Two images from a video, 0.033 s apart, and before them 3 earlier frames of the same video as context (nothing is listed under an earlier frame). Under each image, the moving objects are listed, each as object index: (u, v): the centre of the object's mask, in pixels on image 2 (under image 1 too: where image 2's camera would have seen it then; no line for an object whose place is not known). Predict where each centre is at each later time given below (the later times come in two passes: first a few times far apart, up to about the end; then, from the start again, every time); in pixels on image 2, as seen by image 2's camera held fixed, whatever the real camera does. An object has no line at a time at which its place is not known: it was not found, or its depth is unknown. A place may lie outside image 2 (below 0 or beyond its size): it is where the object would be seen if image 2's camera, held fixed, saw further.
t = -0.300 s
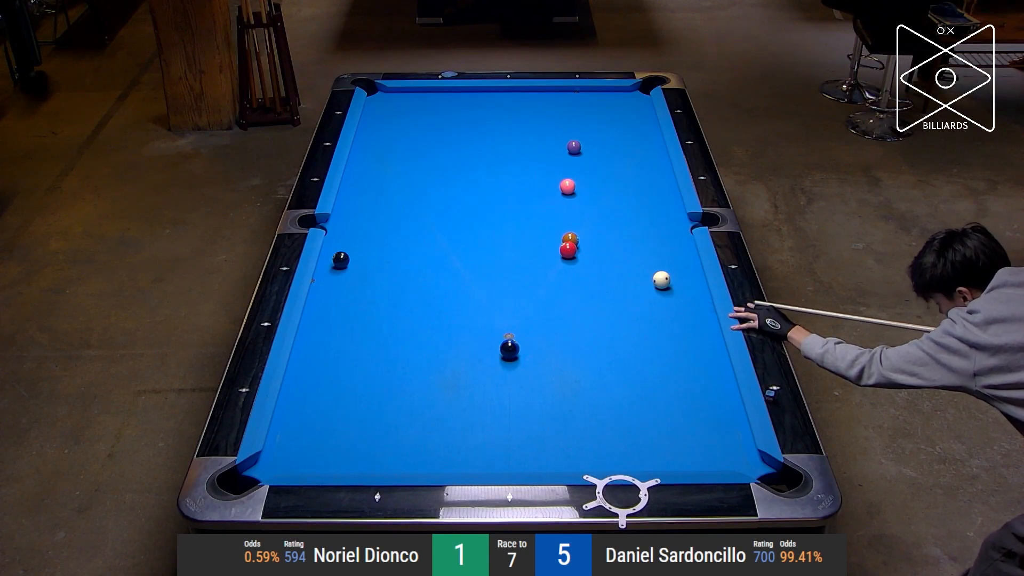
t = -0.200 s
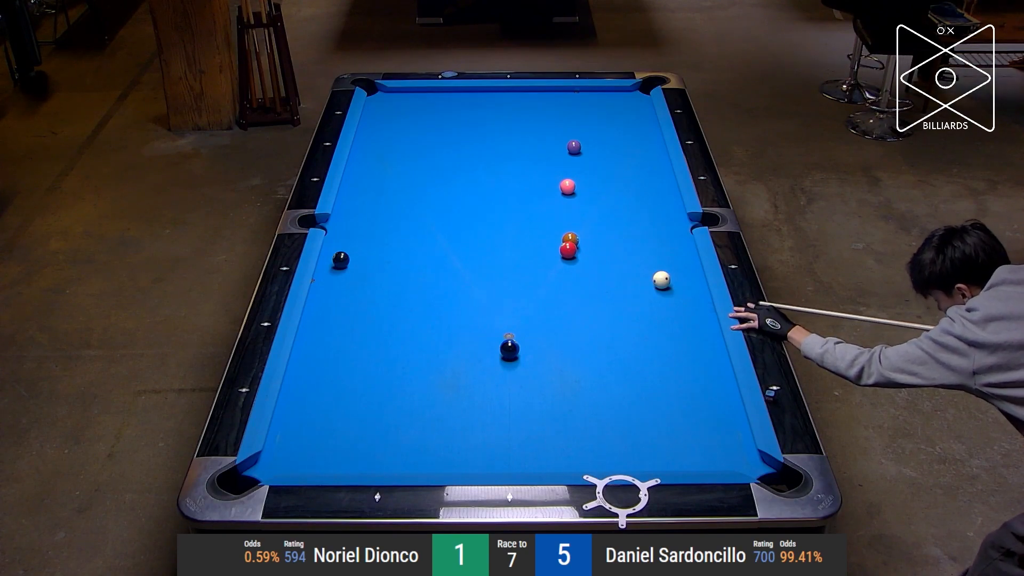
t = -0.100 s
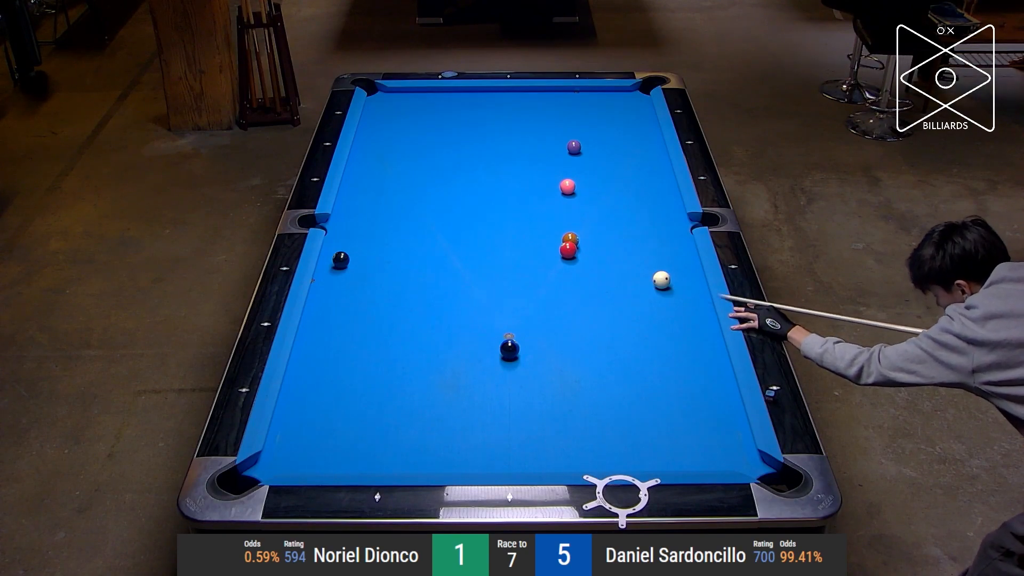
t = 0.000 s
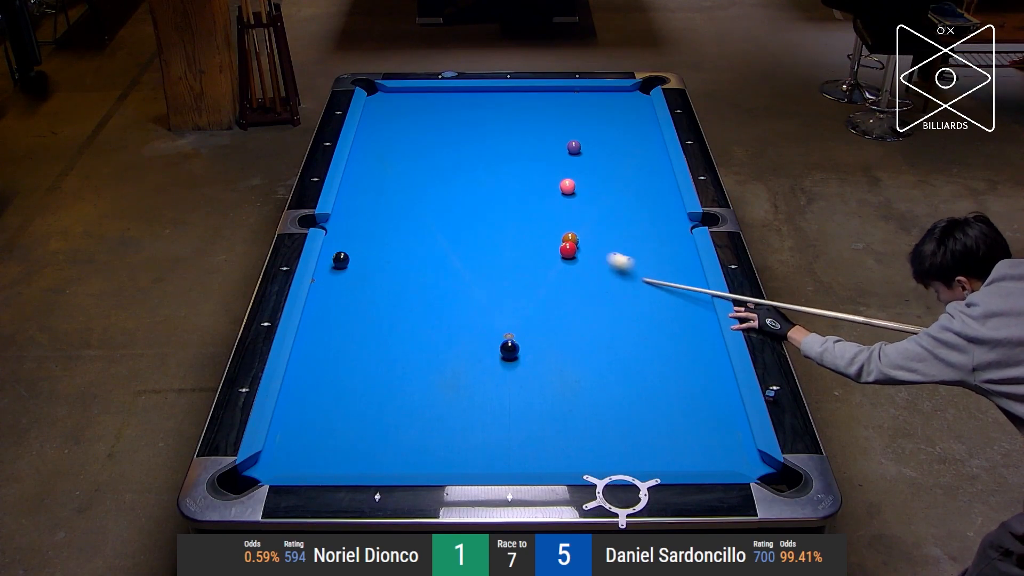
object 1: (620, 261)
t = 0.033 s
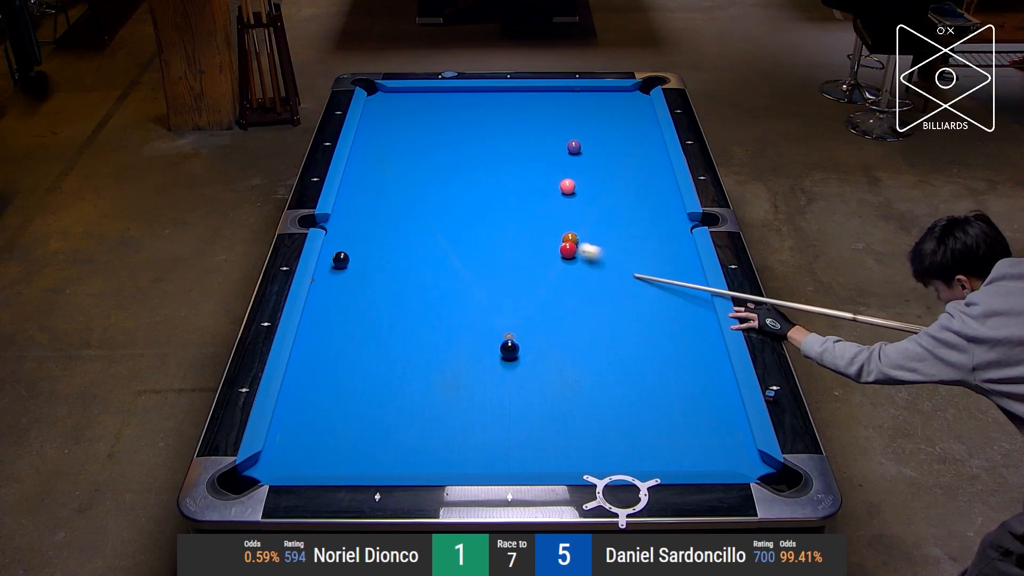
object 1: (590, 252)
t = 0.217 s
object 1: (614, 221)
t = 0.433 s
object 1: (665, 202)
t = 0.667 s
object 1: (635, 191)
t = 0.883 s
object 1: (596, 182)
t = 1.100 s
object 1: (559, 172)
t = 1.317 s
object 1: (524, 164)
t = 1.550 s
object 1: (488, 156)
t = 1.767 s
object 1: (457, 149)
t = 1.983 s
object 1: (428, 142)
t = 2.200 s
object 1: (400, 135)
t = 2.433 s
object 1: (372, 129)
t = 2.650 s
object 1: (374, 125)
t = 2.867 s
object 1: (391, 122)
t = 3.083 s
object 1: (406, 119)
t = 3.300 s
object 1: (420, 116)
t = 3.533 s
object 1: (434, 114)
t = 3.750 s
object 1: (447, 111)
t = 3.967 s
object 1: (458, 109)
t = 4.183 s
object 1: (468, 107)
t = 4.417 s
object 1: (479, 106)
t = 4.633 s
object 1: (488, 104)
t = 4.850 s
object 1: (495, 103)
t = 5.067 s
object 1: (502, 101)
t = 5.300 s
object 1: (509, 100)
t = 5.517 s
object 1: (514, 99)
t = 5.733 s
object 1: (519, 98)
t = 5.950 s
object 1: (522, 97)
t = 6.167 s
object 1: (526, 96)
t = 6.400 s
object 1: (528, 96)
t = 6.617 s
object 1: (530, 96)
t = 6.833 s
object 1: (530, 95)
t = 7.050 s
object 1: (530, 95)
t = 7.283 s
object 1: (530, 95)
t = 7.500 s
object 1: (530, 95)
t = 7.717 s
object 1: (530, 95)
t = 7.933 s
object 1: (530, 95)
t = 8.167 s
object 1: (530, 95)
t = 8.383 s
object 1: (530, 95)
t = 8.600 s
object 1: (530, 95)
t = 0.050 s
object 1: (585, 248)
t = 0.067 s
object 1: (586, 244)
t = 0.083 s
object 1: (588, 241)
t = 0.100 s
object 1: (592, 238)
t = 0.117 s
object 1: (595, 235)
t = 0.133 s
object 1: (598, 233)
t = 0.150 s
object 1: (601, 230)
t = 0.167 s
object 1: (604, 227)
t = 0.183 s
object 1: (608, 225)
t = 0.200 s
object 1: (611, 223)
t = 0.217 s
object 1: (614, 221)
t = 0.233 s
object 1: (618, 219)
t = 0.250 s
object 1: (622, 217)
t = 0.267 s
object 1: (625, 215)
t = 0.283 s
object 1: (629, 213)
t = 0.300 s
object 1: (633, 211)
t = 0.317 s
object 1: (637, 210)
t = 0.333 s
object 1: (640, 208)
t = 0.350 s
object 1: (644, 207)
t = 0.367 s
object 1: (648, 206)
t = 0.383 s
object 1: (653, 205)
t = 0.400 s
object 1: (657, 204)
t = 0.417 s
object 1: (661, 203)
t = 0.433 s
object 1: (665, 202)
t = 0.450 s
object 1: (669, 201)
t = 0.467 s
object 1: (673, 200)
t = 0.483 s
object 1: (672, 199)
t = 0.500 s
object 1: (668, 198)
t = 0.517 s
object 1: (664, 198)
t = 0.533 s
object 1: (661, 197)
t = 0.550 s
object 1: (658, 196)
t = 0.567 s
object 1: (654, 195)
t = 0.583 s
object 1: (651, 195)
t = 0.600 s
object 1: (648, 194)
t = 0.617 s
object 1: (645, 193)
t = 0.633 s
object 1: (642, 192)
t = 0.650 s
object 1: (639, 192)
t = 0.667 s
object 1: (635, 191)
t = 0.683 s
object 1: (632, 190)
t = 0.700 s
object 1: (629, 189)
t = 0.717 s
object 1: (626, 189)
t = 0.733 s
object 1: (623, 188)
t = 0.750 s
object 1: (620, 187)
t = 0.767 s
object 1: (617, 186)
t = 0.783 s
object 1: (614, 186)
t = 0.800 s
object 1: (611, 185)
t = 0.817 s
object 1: (608, 184)
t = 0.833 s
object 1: (605, 183)
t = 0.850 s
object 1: (602, 183)
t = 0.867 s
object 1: (599, 182)
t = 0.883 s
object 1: (596, 182)
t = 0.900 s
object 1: (593, 181)
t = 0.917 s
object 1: (590, 180)
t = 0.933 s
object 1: (587, 179)
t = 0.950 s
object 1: (585, 179)
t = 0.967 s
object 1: (582, 178)
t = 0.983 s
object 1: (579, 177)
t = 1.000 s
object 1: (576, 176)
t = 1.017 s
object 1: (574, 175)
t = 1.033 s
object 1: (571, 174)
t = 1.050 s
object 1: (567, 173)
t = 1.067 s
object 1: (565, 173)
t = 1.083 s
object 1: (562, 173)
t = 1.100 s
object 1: (559, 172)
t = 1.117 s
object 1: (556, 172)
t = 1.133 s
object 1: (553, 171)
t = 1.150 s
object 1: (551, 171)
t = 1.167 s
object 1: (548, 170)
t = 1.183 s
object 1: (545, 169)
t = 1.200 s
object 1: (543, 169)
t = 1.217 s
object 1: (540, 168)
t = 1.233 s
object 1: (537, 167)
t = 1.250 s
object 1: (535, 167)
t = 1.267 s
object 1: (532, 166)
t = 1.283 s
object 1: (529, 165)
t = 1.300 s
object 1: (527, 165)
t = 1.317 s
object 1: (524, 164)
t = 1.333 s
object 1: (521, 164)
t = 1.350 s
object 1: (519, 163)
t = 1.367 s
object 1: (516, 162)
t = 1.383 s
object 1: (514, 162)
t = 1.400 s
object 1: (511, 161)
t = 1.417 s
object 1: (509, 161)
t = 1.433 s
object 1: (506, 160)
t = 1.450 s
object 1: (503, 159)
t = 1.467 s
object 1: (501, 159)
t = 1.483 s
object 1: (498, 158)
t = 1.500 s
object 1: (496, 157)
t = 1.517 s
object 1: (493, 157)
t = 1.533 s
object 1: (491, 157)
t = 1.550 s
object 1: (488, 156)
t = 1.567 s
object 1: (486, 155)
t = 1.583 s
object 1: (484, 155)
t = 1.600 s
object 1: (481, 154)
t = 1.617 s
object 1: (479, 154)
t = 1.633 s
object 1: (476, 153)
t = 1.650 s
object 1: (474, 153)
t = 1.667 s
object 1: (472, 152)
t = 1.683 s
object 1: (469, 151)
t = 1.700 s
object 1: (467, 151)
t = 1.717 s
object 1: (464, 150)
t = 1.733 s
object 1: (462, 150)
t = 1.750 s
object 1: (460, 149)
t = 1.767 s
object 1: (457, 149)
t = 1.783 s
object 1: (455, 148)
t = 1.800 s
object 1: (453, 148)
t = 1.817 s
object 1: (451, 147)
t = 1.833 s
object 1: (448, 147)
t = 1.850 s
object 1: (446, 146)
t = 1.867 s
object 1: (444, 145)
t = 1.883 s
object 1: (442, 145)
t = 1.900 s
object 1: (439, 144)
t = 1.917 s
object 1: (437, 144)
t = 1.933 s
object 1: (435, 143)
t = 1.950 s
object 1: (433, 143)
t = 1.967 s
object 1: (430, 142)
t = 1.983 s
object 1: (428, 142)
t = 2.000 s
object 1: (426, 141)
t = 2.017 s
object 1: (424, 141)
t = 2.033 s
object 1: (422, 140)
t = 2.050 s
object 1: (420, 140)
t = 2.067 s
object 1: (417, 139)
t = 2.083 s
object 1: (415, 139)
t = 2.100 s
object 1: (413, 138)
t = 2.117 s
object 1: (411, 138)
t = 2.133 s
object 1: (409, 137)
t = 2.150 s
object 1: (407, 137)
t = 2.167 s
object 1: (405, 136)
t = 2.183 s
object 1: (402, 136)
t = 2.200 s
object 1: (400, 135)
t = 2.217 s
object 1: (398, 135)
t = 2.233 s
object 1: (396, 134)
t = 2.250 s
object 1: (394, 134)
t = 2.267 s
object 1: (392, 134)
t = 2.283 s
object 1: (390, 133)
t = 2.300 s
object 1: (388, 133)
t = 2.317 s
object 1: (386, 132)
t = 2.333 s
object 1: (384, 132)
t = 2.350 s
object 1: (382, 131)
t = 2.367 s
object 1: (380, 131)
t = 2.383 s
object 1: (378, 130)
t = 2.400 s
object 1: (376, 130)
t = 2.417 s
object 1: (374, 129)
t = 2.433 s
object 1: (372, 129)
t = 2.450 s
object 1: (371, 128)
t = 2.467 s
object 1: (369, 128)
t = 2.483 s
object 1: (367, 127)
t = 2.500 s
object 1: (365, 127)
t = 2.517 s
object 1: (364, 127)
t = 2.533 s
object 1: (365, 126)
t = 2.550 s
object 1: (367, 126)
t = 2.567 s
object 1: (368, 126)
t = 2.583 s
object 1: (369, 126)
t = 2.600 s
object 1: (371, 125)
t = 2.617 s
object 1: (372, 125)
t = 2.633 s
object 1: (373, 125)
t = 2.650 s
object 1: (374, 125)
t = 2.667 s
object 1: (376, 124)
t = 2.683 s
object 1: (377, 124)
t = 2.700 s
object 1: (378, 124)
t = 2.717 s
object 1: (379, 124)
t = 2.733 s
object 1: (381, 124)
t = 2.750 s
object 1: (382, 123)
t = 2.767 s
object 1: (383, 123)
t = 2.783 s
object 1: (384, 123)
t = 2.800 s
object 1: (386, 123)
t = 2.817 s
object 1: (387, 123)
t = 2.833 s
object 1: (388, 122)
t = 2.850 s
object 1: (389, 122)
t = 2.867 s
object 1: (391, 122)
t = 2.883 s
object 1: (392, 121)
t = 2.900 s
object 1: (393, 121)
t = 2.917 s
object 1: (394, 121)
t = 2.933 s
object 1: (395, 121)
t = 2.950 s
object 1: (397, 121)
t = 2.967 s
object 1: (398, 120)
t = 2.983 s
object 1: (399, 120)
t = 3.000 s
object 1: (400, 120)
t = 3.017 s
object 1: (401, 120)
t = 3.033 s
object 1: (402, 120)
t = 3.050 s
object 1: (404, 119)
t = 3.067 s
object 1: (405, 119)
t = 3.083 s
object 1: (406, 119)
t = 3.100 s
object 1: (407, 119)
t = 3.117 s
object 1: (408, 119)
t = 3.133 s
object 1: (409, 118)
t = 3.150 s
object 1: (410, 118)
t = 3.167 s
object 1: (412, 118)
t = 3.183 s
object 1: (413, 118)
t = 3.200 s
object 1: (414, 118)
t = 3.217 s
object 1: (415, 117)
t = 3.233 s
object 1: (416, 117)
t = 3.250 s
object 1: (417, 117)
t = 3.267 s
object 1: (418, 117)
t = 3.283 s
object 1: (419, 117)
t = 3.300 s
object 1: (420, 116)
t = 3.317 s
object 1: (421, 116)
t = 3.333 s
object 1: (422, 116)
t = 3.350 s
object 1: (423, 116)
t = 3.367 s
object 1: (424, 116)
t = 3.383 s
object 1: (425, 115)
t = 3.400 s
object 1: (426, 115)
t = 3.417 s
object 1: (427, 115)
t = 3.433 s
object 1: (428, 115)
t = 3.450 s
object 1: (429, 115)
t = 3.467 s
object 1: (430, 115)
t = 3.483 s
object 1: (431, 114)
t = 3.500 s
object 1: (432, 114)
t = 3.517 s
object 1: (433, 114)
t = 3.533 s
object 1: (434, 114)
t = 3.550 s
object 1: (435, 114)
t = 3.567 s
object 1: (436, 113)
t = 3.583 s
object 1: (437, 113)
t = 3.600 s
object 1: (438, 113)
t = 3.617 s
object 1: (439, 113)
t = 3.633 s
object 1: (440, 113)
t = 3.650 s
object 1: (441, 113)
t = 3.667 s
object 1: (442, 112)
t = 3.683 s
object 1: (443, 112)
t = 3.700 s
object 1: (444, 112)
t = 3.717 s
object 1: (445, 112)
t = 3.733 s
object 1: (446, 112)
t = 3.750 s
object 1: (447, 111)
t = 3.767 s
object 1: (447, 111)
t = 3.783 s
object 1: (448, 111)
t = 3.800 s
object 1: (449, 111)
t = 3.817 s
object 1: (450, 111)
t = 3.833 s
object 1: (451, 111)
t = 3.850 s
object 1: (452, 111)
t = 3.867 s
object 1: (453, 110)
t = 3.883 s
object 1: (454, 110)
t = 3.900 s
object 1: (455, 110)
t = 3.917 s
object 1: (455, 110)
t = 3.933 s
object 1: (456, 110)
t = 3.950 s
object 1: (457, 110)
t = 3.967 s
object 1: (458, 109)
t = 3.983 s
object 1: (459, 109)
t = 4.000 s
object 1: (460, 109)
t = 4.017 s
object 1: (460, 109)
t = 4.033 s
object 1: (461, 109)
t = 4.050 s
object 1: (462, 109)
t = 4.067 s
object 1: (463, 109)
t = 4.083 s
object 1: (464, 108)
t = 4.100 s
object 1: (464, 108)
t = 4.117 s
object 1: (465, 108)
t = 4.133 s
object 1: (466, 108)
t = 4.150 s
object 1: (467, 108)
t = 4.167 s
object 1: (468, 108)
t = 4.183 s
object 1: (468, 107)
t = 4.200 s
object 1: (469, 107)
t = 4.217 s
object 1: (470, 107)
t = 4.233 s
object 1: (471, 107)
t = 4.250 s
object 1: (471, 107)
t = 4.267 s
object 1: (472, 107)
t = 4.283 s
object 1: (473, 107)
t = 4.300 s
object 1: (474, 107)
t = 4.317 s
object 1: (475, 106)
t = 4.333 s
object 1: (475, 106)
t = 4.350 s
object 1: (476, 106)
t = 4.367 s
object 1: (477, 106)
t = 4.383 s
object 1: (477, 106)
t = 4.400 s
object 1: (478, 106)
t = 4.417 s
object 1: (479, 106)
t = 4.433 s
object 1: (479, 105)
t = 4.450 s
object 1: (480, 105)
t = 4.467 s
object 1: (481, 105)
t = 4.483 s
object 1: (481, 105)
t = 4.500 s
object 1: (482, 105)
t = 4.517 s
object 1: (483, 105)
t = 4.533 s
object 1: (484, 105)
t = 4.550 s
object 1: (484, 105)
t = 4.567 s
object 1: (485, 105)
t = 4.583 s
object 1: (486, 104)
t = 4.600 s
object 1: (486, 104)
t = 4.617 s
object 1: (487, 104)
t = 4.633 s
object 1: (488, 104)
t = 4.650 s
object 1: (488, 104)
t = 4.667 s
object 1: (489, 104)
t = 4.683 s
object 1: (489, 104)
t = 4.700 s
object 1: (490, 104)
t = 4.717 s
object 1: (491, 103)
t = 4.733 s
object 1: (491, 103)
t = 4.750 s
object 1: (492, 103)
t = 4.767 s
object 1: (492, 103)
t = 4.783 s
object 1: (493, 103)
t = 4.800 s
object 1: (494, 103)
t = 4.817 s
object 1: (494, 103)
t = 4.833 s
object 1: (495, 103)
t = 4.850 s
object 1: (495, 103)
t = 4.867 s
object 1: (496, 102)
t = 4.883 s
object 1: (496, 102)
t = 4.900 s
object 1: (497, 102)
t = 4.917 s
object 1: (498, 102)
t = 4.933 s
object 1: (498, 102)
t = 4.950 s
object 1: (499, 102)
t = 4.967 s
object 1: (499, 102)
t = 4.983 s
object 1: (500, 102)
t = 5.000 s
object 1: (500, 102)
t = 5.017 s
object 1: (501, 102)
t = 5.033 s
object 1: (501, 101)
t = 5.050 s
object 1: (502, 101)
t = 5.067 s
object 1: (502, 101)
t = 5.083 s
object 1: (503, 101)
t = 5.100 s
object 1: (503, 101)
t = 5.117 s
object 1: (504, 101)
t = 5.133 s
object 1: (505, 101)
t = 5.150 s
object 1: (505, 101)
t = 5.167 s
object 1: (505, 101)
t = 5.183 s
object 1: (506, 101)
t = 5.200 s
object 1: (506, 101)
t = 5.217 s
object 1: (507, 100)
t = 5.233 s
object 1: (507, 100)
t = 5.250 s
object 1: (508, 100)
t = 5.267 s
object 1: (508, 100)
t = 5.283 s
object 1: (509, 100)
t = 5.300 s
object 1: (509, 100)
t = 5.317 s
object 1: (509, 100)
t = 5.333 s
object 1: (510, 100)
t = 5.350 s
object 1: (510, 100)
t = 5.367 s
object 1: (511, 100)
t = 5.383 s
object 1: (511, 99)
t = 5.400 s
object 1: (512, 99)
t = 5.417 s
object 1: (512, 99)
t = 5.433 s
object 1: (512, 99)
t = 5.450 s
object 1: (513, 99)
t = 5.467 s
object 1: (513, 99)
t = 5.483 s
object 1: (514, 99)
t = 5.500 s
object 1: (514, 99)
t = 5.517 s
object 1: (514, 99)
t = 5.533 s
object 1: (515, 99)
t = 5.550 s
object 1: (515, 99)
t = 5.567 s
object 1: (516, 99)
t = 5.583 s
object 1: (516, 99)
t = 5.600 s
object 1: (516, 98)
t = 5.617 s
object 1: (517, 98)
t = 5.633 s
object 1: (517, 98)
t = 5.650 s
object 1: (517, 98)
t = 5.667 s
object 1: (518, 98)
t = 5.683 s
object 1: (518, 98)
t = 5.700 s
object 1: (518, 98)
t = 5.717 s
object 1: (519, 98)
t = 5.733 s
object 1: (519, 98)
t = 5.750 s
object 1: (519, 98)
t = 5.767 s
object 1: (520, 98)
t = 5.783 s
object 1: (520, 98)
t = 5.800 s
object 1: (520, 98)
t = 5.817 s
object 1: (520, 97)
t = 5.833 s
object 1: (521, 97)
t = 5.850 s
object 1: (521, 97)
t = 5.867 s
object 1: (521, 97)
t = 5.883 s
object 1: (522, 97)
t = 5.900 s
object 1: (522, 97)
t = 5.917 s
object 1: (522, 97)
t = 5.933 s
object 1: (522, 97)
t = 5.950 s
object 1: (522, 97)
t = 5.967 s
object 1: (523, 97)
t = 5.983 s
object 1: (523, 97)
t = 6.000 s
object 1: (523, 97)
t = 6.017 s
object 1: (524, 97)
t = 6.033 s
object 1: (524, 97)
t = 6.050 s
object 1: (524, 97)
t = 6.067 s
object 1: (524, 96)
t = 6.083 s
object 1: (525, 97)
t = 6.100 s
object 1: (525, 96)
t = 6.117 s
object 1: (525, 96)
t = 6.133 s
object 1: (525, 96)
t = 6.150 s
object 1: (525, 96)
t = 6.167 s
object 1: (526, 96)
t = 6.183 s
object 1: (526, 96)
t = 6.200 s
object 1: (526, 96)
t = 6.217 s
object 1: (526, 96)
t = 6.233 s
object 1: (526, 96)
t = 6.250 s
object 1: (527, 96)
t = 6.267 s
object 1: (527, 96)
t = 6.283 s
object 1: (527, 96)
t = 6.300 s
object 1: (527, 96)
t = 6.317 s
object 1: (527, 96)
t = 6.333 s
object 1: (528, 96)
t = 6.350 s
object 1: (528, 96)
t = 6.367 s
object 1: (528, 96)
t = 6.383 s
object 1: (528, 96)
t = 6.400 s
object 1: (528, 96)
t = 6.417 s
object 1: (528, 96)
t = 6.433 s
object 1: (528, 96)
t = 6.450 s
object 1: (528, 96)
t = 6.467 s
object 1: (529, 96)
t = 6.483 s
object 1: (529, 96)
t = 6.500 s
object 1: (529, 96)
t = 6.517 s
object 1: (529, 96)
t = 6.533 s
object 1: (529, 96)
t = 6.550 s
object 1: (529, 96)
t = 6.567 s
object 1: (529, 96)
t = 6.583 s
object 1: (529, 96)
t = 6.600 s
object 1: (529, 96)
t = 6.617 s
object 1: (530, 96)
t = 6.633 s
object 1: (530, 96)
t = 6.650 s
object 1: (530, 96)
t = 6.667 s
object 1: (530, 96)
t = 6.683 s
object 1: (530, 95)
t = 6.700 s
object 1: (530, 95)
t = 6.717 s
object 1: (530, 95)
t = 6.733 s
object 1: (530, 95)
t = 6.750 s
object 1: (530, 95)
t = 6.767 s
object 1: (530, 95)
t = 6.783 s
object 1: (530, 95)
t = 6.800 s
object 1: (530, 95)
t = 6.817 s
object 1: (530, 95)
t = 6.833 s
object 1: (530, 95)
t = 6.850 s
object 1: (530, 95)
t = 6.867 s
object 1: (530, 95)
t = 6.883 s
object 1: (530, 95)
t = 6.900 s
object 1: (530, 95)
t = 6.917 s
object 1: (530, 95)
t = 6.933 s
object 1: (530, 95)
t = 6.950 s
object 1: (530, 95)
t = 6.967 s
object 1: (530, 95)
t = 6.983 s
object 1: (530, 95)
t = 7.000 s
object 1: (530, 95)
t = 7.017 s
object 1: (530, 95)
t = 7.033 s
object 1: (530, 95)
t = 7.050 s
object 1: (530, 95)
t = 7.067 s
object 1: (530, 95)
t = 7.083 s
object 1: (530, 95)
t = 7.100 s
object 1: (530, 95)
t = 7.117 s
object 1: (530, 95)
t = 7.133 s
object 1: (530, 95)
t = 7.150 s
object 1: (530, 95)
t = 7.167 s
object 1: (530, 95)
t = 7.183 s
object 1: (530, 95)
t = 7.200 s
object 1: (530, 95)
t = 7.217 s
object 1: (530, 95)
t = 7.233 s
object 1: (530, 95)
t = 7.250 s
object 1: (530, 95)
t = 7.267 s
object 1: (530, 95)
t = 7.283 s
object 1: (530, 95)
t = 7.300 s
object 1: (530, 95)
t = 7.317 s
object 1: (530, 95)
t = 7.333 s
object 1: (530, 95)
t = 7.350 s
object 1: (530, 95)
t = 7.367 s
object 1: (530, 95)
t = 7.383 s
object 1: (530, 95)
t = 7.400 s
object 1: (530, 95)
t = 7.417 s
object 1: (530, 95)
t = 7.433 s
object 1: (530, 95)
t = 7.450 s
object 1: (530, 95)
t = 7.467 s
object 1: (530, 95)
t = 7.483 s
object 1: (530, 95)
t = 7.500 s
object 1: (530, 95)
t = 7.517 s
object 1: (530, 95)
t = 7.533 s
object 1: (530, 95)
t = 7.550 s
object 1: (530, 95)
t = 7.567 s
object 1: (530, 95)
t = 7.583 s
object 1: (530, 95)
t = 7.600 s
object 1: (530, 95)
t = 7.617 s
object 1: (530, 95)
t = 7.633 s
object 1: (530, 95)
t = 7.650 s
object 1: (530, 95)
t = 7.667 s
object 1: (530, 95)
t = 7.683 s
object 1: (530, 95)
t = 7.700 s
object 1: (530, 95)
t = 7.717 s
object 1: (530, 95)
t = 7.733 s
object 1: (530, 95)
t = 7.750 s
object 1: (530, 95)
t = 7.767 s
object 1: (530, 95)
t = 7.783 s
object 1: (530, 95)
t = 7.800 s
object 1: (530, 95)
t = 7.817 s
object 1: (530, 95)
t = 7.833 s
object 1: (530, 95)
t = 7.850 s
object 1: (530, 95)
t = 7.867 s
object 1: (530, 95)
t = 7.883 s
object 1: (530, 95)
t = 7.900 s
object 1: (530, 95)
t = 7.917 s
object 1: (530, 95)
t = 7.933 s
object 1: (530, 95)
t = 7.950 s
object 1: (530, 95)
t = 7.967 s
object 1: (530, 95)
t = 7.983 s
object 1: (530, 95)
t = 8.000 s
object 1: (530, 95)
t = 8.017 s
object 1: (530, 95)
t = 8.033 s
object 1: (530, 95)
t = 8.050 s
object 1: (530, 95)
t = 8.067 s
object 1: (530, 95)
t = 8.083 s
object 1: (530, 95)
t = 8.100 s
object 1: (530, 95)
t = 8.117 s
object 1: (530, 95)
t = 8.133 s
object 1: (530, 95)
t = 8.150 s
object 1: (530, 95)
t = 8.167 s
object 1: (530, 95)
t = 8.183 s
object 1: (530, 95)
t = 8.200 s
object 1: (530, 95)
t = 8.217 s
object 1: (530, 95)
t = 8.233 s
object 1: (530, 95)
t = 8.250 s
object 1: (530, 95)
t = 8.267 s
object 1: (530, 95)
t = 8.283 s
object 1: (530, 95)
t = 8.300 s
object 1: (530, 95)
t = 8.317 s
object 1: (530, 95)
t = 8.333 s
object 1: (530, 95)
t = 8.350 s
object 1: (530, 95)
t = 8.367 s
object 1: (530, 95)
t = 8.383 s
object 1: (530, 95)
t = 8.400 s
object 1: (530, 95)
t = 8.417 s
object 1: (530, 95)
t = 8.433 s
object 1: (530, 95)
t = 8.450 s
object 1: (530, 95)
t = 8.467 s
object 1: (530, 95)
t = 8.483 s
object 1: (530, 95)
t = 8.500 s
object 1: (530, 95)
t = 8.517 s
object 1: (530, 95)
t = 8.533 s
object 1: (530, 95)
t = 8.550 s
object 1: (530, 95)
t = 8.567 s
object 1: (530, 95)
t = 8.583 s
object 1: (530, 95)
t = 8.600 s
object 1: (530, 95)
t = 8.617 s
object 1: (530, 95)
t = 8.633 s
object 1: (530, 95)
